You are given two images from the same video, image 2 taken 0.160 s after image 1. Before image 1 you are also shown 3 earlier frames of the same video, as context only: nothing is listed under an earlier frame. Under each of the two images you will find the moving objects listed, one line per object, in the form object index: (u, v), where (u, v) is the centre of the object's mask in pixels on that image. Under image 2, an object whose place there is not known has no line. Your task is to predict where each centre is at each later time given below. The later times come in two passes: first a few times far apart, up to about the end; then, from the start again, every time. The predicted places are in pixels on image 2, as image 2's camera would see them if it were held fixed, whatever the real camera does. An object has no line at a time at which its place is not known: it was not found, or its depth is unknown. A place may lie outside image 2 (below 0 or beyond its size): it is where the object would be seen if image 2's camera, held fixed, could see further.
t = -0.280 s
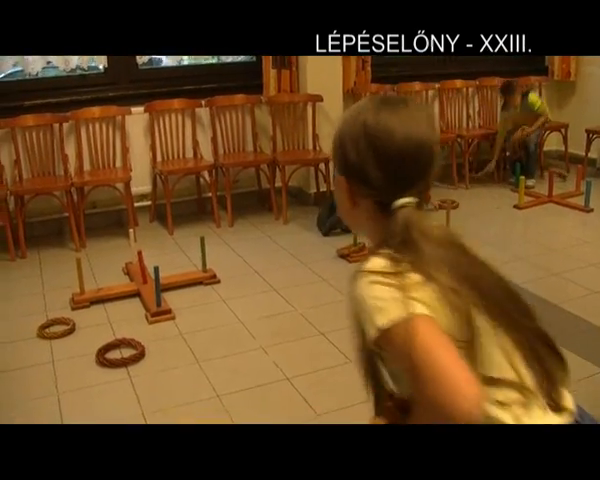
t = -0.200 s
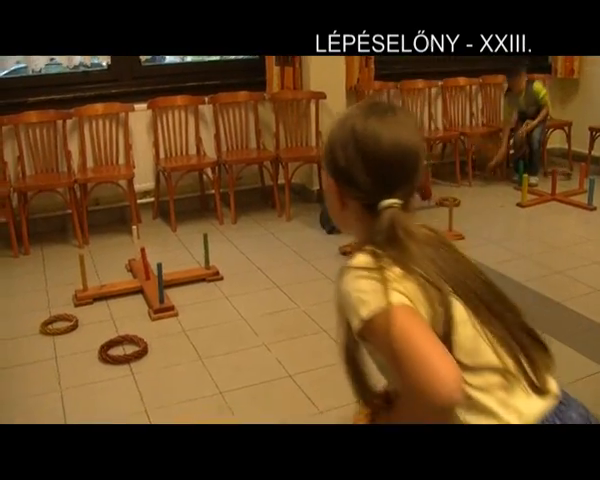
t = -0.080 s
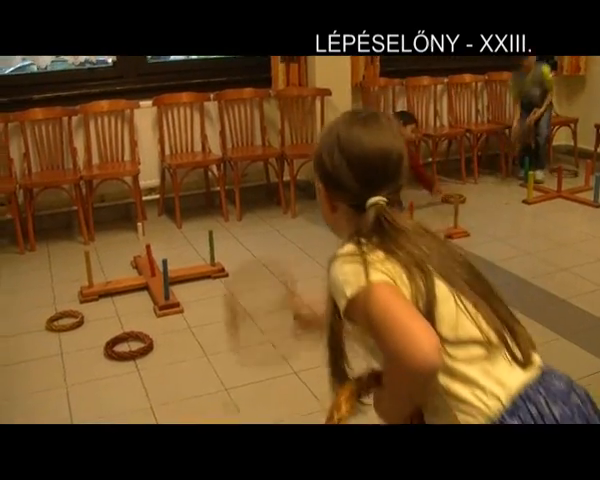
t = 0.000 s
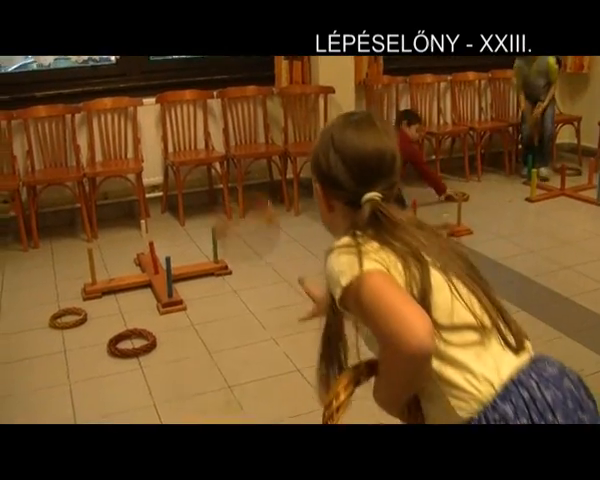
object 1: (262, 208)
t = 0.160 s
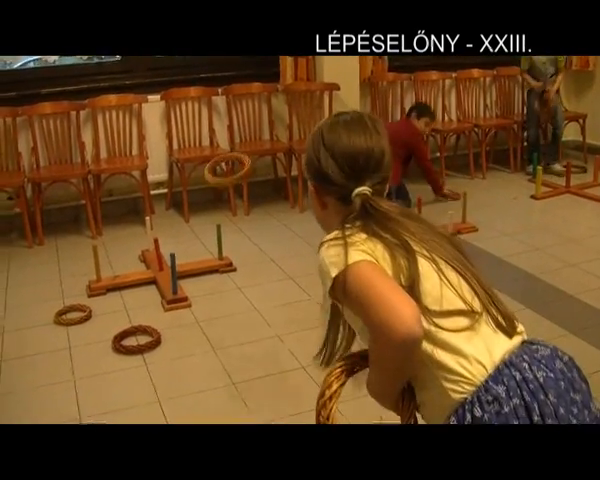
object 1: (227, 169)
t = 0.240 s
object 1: (223, 173)
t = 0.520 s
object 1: (231, 231)
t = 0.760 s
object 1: (272, 232)
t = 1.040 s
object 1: (292, 233)
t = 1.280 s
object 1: (291, 232)
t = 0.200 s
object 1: (225, 169)
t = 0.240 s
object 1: (223, 173)
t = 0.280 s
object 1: (221, 180)
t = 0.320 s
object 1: (219, 189)
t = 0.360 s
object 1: (219, 199)
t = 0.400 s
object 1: (215, 211)
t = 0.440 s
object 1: (221, 226)
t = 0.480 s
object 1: (228, 236)
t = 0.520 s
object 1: (231, 231)
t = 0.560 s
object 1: (242, 232)
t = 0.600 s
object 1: (248, 231)
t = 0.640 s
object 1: (259, 237)
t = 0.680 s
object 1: (261, 233)
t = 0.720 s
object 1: (266, 231)
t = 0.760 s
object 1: (272, 232)
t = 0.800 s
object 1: (275, 232)
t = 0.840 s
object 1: (279, 227)
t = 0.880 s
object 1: (282, 225)
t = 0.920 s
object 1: (285, 227)
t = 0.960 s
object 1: (288, 230)
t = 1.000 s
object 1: (290, 232)
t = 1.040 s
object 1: (292, 233)
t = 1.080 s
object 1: (292, 231)
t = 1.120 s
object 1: (292, 230)
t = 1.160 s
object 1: (292, 230)
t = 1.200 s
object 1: (291, 233)
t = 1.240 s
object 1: (291, 233)
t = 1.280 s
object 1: (291, 232)
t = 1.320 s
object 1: (290, 233)
